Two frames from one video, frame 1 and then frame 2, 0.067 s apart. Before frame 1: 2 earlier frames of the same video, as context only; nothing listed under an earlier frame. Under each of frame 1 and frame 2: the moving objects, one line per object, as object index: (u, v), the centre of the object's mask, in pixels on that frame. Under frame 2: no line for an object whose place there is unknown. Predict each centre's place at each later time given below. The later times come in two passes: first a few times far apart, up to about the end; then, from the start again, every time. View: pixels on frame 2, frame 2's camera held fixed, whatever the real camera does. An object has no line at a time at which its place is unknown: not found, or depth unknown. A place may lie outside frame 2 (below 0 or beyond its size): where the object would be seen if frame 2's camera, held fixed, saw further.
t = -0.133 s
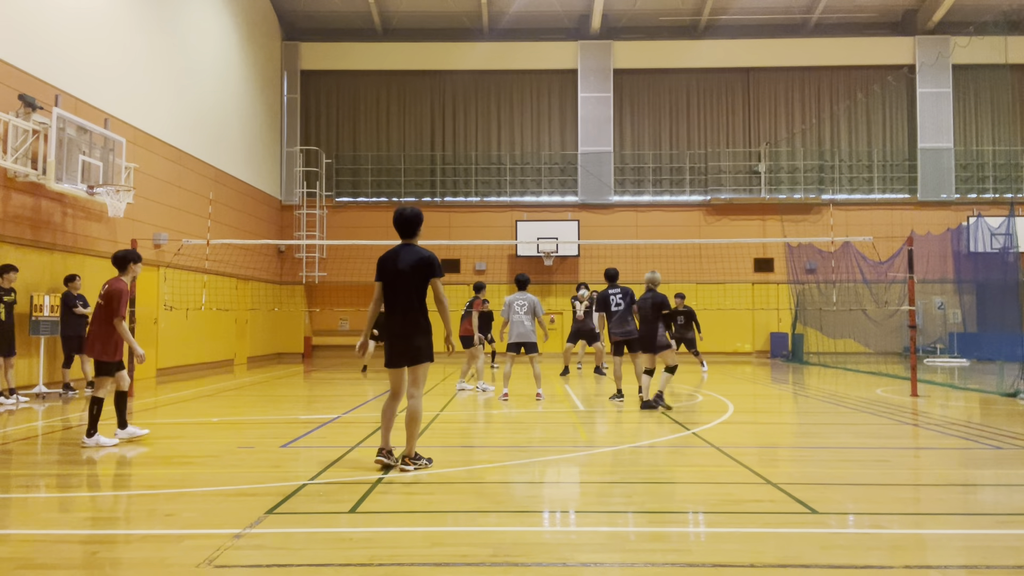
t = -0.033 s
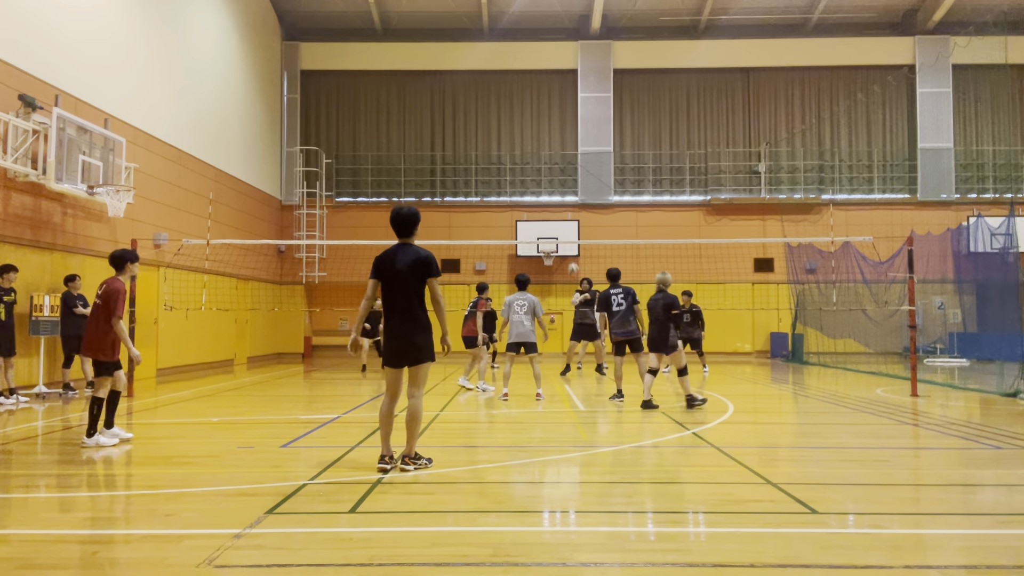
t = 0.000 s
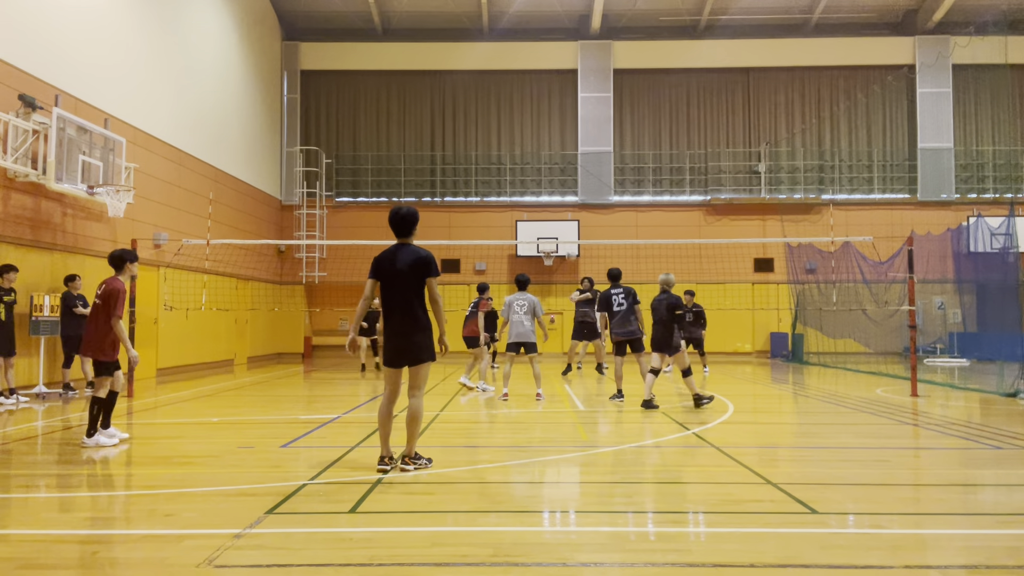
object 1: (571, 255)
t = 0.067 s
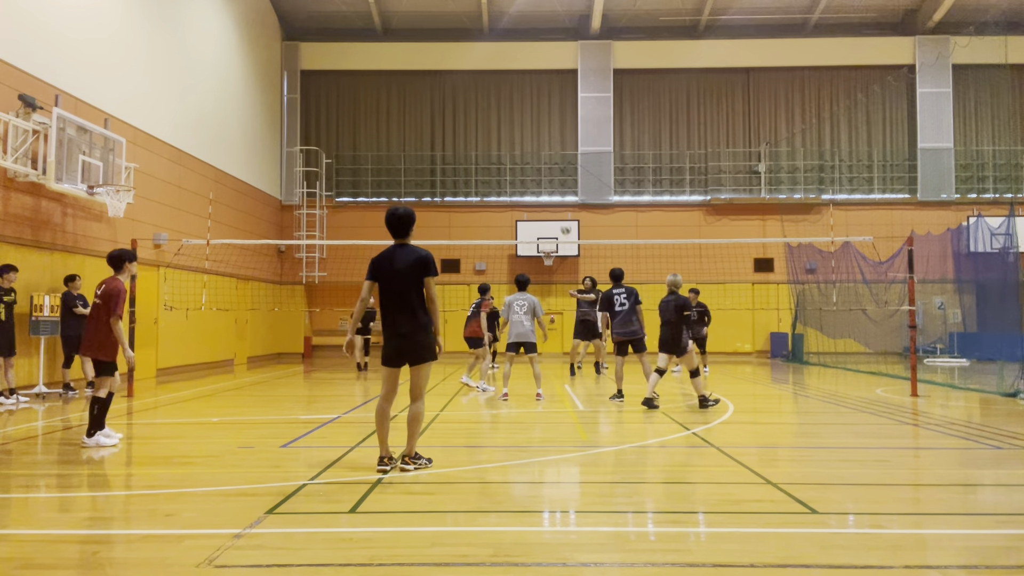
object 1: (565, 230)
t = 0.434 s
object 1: (538, 123)
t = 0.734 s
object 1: (514, 87)
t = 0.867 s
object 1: (503, 86)
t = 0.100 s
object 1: (564, 216)
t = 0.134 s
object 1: (561, 205)
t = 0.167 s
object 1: (559, 193)
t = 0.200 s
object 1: (556, 183)
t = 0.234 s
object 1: (554, 173)
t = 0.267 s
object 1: (551, 163)
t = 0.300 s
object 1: (548, 154)
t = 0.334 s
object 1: (546, 146)
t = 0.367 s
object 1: (543, 137)
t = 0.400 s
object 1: (541, 130)
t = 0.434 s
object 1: (538, 123)
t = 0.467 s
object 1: (536, 117)
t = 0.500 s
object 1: (533, 111)
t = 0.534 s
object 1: (530, 106)
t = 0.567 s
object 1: (528, 101)
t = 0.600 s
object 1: (525, 97)
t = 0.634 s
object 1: (523, 94)
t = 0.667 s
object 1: (519, 91)
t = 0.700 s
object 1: (517, 88)
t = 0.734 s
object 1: (514, 87)
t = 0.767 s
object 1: (511, 86)
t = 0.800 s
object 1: (509, 85)
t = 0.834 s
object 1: (506, 85)
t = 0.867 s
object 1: (503, 86)
